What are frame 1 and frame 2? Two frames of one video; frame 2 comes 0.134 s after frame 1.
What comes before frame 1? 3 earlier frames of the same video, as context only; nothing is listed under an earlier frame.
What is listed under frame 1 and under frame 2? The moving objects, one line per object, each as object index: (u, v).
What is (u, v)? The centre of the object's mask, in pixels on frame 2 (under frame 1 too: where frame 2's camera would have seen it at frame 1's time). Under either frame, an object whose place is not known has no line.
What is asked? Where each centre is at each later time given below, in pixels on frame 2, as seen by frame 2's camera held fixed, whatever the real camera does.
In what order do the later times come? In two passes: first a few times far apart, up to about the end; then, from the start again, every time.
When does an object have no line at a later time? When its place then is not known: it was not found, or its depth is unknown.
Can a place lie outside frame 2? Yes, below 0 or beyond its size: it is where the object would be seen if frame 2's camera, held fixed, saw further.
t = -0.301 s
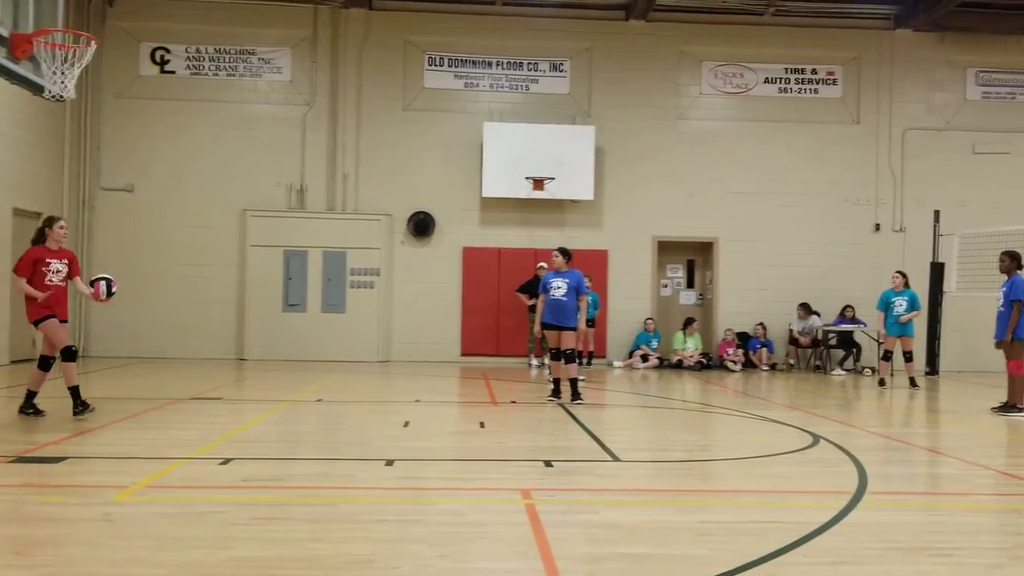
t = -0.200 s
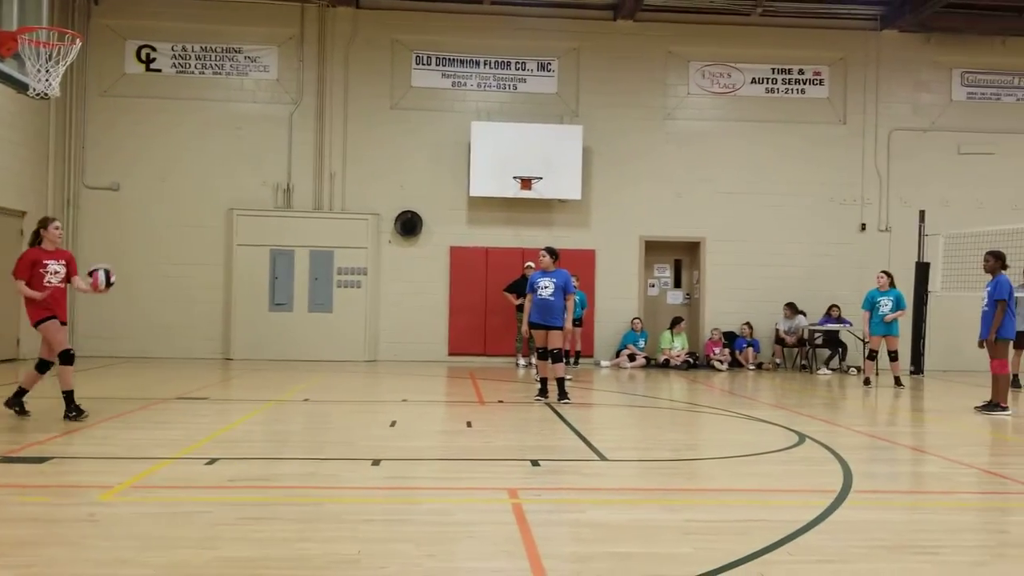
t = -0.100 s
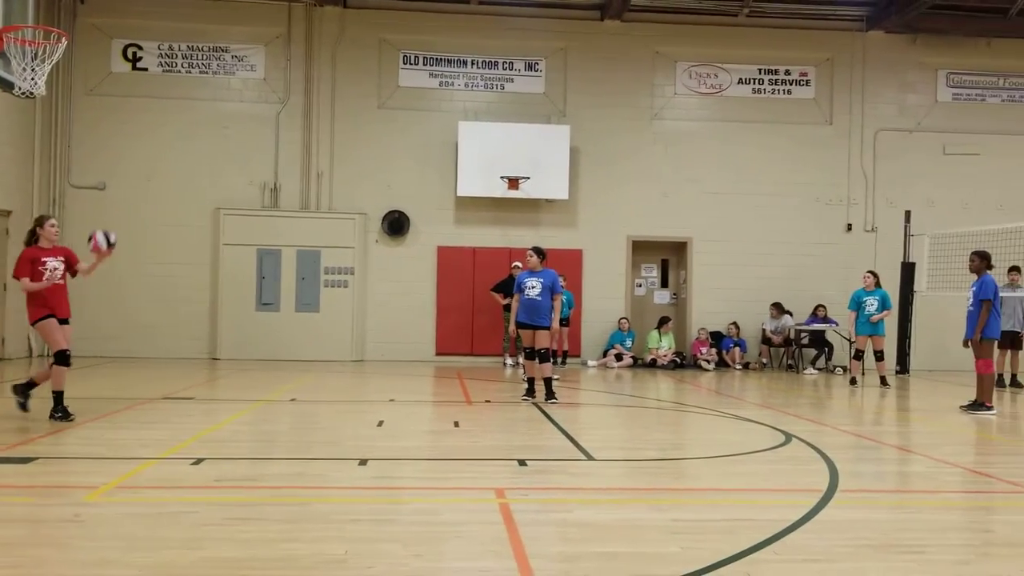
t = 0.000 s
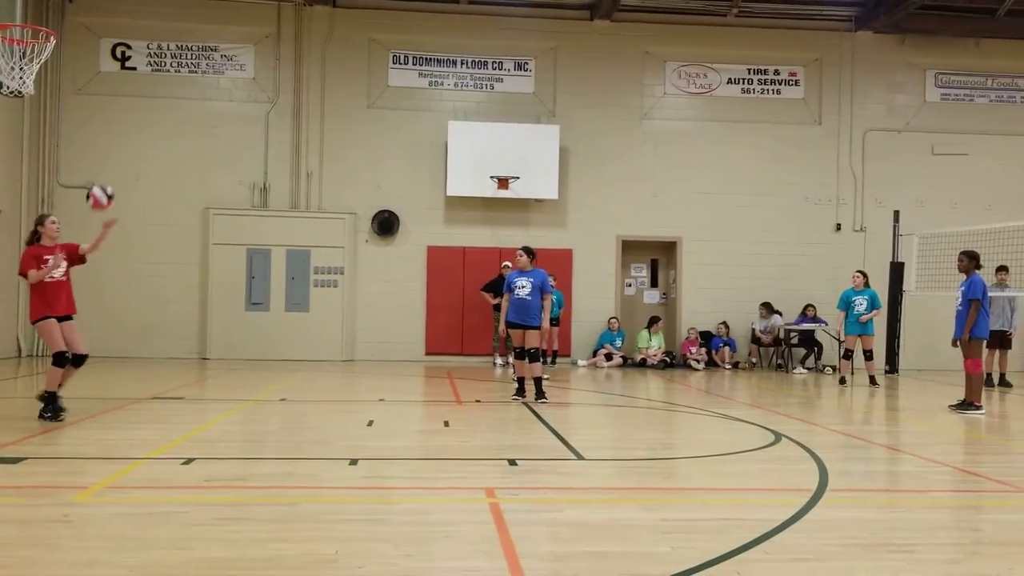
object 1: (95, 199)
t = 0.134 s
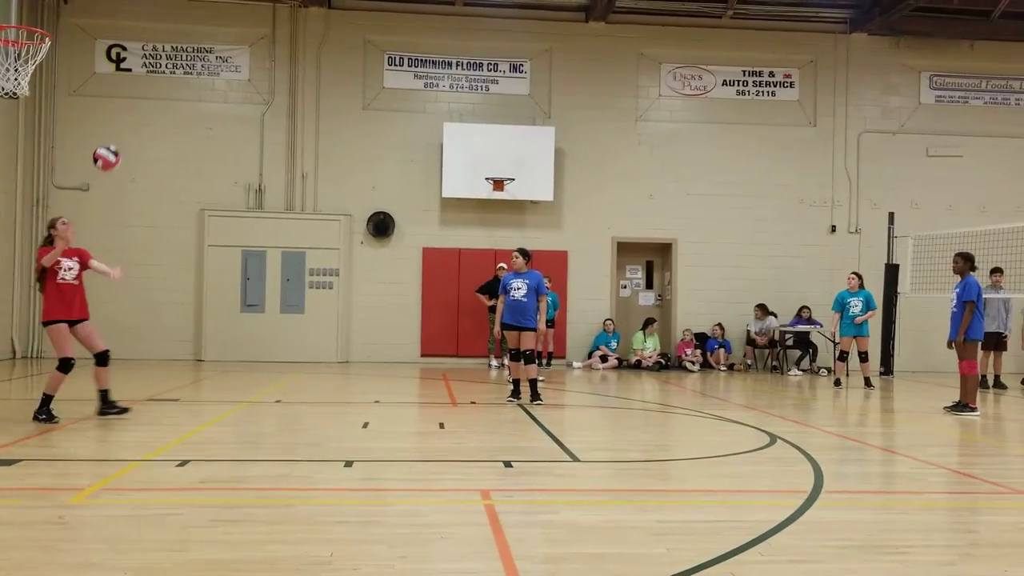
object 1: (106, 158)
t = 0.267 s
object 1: (116, 139)
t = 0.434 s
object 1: (128, 144)
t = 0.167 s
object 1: (108, 151)
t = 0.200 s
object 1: (111, 145)
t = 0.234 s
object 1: (113, 141)
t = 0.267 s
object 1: (116, 139)
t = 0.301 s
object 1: (119, 137)
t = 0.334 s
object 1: (121, 137)
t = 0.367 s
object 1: (123, 138)
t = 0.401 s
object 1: (125, 140)
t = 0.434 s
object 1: (128, 144)
